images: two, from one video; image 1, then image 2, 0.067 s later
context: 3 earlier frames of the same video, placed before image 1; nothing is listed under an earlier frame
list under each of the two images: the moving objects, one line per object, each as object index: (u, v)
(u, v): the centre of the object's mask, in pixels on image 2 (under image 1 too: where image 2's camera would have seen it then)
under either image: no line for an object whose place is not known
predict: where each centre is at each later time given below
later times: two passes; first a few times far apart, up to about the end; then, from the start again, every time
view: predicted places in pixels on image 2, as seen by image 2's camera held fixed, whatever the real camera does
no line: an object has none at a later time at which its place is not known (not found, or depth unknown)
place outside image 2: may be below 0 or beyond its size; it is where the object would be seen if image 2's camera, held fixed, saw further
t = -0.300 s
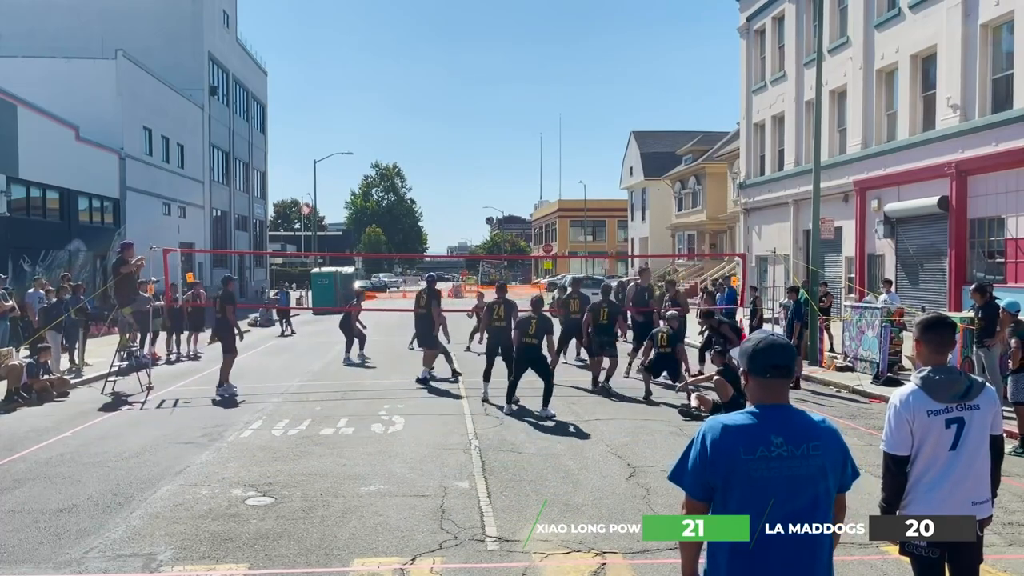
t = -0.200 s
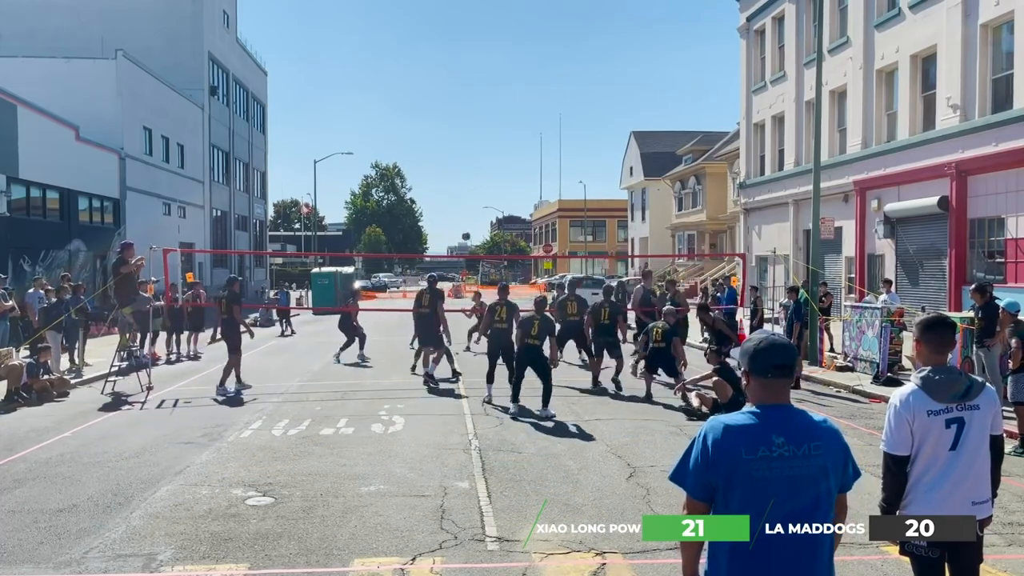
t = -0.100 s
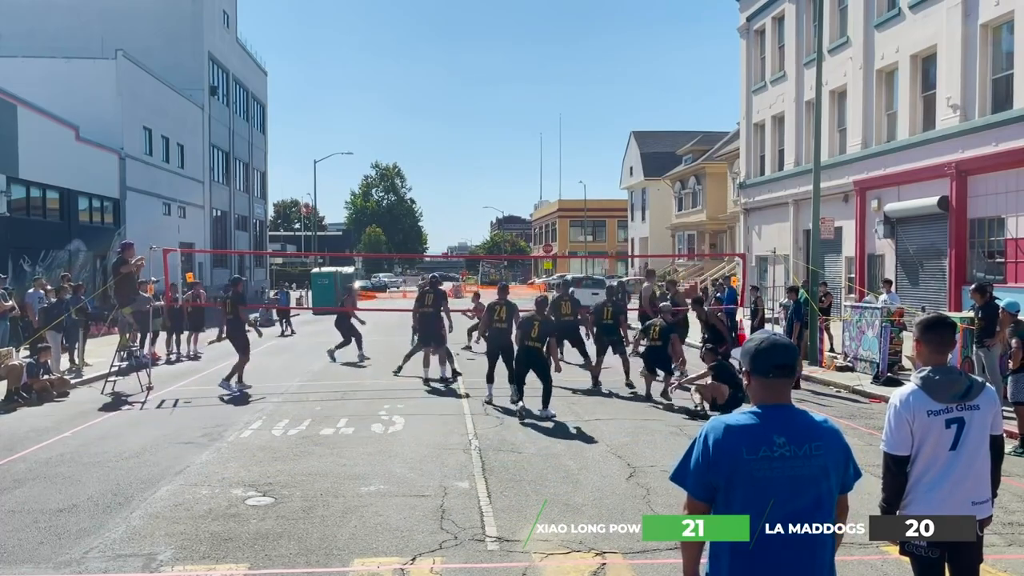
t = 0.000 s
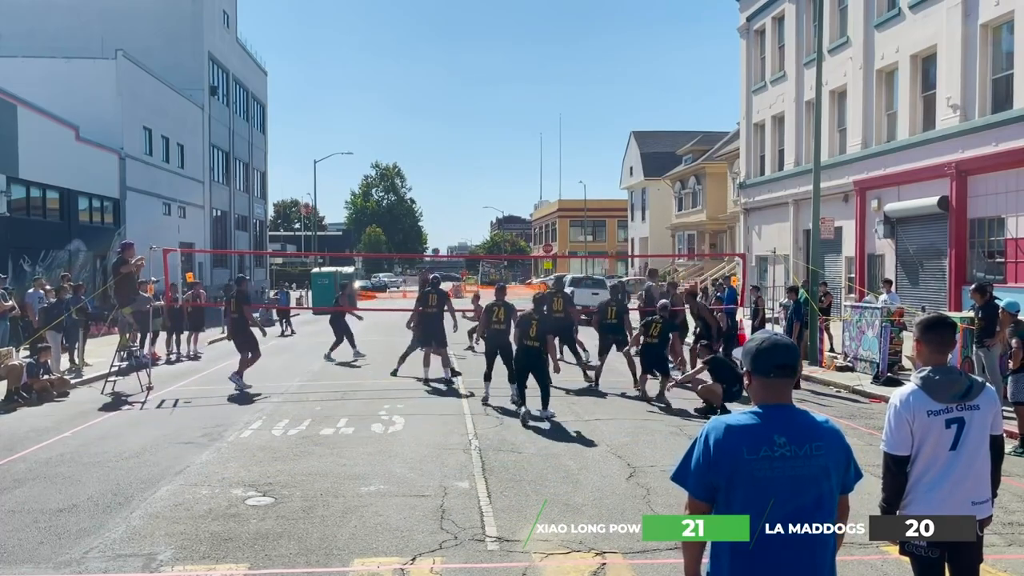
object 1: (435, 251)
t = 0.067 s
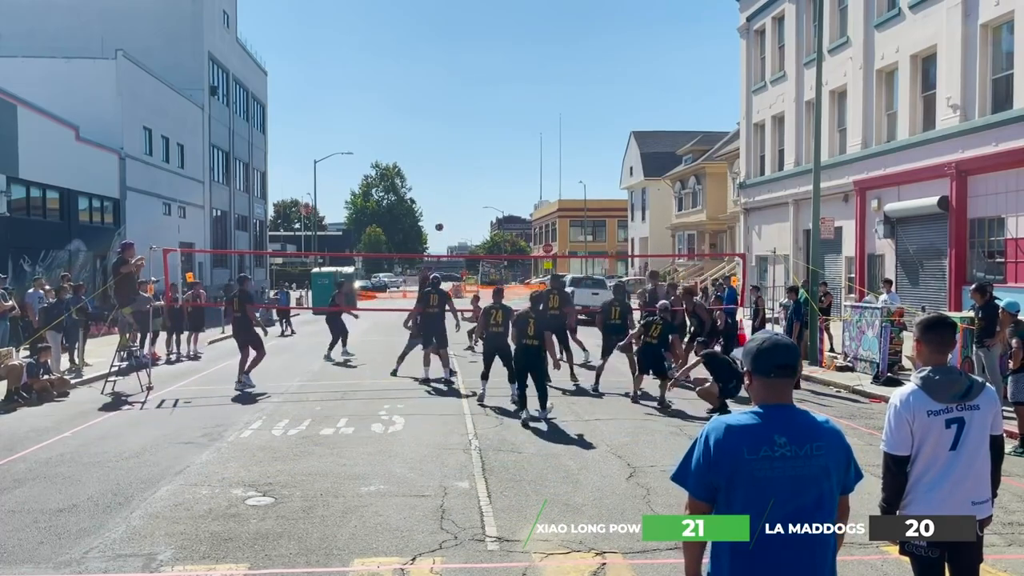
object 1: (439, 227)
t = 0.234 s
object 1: (446, 173)
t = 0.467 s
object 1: (454, 116)
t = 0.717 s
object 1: (462, 78)
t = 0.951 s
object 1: (469, 67)
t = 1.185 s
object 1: (477, 79)
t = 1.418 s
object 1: (485, 115)
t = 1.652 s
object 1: (496, 176)
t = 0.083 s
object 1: (440, 221)
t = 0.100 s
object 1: (440, 215)
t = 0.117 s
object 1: (441, 210)
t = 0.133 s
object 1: (442, 204)
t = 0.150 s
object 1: (443, 199)
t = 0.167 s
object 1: (443, 194)
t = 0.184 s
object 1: (444, 188)
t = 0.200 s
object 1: (445, 183)
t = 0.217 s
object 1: (445, 178)
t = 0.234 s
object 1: (446, 173)
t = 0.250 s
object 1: (447, 169)
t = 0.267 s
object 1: (447, 164)
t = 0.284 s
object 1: (448, 159)
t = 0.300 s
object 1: (449, 155)
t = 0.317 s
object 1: (449, 150)
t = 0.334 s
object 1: (450, 146)
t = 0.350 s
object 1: (450, 142)
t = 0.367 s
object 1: (451, 138)
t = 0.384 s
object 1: (452, 134)
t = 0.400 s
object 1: (452, 130)
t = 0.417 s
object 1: (453, 126)
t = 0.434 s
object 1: (453, 123)
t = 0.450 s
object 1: (454, 119)
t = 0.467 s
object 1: (454, 116)
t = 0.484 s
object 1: (455, 113)
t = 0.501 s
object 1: (456, 109)
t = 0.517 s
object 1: (456, 106)
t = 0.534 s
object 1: (456, 103)
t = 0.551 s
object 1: (457, 101)
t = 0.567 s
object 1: (457, 98)
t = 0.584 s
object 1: (458, 95)
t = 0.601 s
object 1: (458, 93)
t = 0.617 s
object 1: (459, 90)
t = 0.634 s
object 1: (459, 88)
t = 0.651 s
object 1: (460, 86)
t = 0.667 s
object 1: (461, 84)
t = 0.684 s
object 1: (461, 82)
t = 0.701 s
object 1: (461, 80)
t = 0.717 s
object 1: (462, 78)
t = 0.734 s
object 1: (463, 77)
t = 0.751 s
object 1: (463, 75)
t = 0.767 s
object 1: (464, 74)
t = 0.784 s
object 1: (464, 72)
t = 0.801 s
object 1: (465, 71)
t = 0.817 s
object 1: (465, 70)
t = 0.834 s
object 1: (466, 69)
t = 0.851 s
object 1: (466, 69)
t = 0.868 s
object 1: (467, 68)
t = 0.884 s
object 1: (467, 67)
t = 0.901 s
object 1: (468, 67)
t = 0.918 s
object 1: (468, 67)
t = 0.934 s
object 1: (469, 67)
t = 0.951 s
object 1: (469, 67)
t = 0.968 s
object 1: (470, 67)
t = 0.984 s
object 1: (470, 67)
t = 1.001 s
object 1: (471, 67)
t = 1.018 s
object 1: (471, 67)
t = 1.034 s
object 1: (472, 68)
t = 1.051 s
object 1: (473, 69)
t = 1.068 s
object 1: (473, 70)
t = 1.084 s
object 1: (474, 71)
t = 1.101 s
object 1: (474, 71)
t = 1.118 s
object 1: (475, 72)
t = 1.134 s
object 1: (475, 74)
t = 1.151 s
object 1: (476, 75)
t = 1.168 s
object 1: (476, 77)
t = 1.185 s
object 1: (477, 79)
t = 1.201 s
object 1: (477, 80)
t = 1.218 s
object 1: (478, 82)
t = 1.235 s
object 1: (479, 84)
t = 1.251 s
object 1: (479, 86)
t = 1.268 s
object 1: (480, 89)
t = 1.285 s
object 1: (480, 91)
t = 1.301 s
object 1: (481, 94)
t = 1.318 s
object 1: (482, 96)
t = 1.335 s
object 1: (482, 99)
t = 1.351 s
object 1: (483, 102)
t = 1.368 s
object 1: (483, 105)
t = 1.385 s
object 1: (484, 108)
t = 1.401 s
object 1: (485, 112)
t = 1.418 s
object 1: (485, 115)
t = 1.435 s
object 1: (486, 119)
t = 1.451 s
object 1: (487, 122)
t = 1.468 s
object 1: (488, 126)
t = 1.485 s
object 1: (488, 130)
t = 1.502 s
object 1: (489, 134)
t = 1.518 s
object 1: (490, 138)
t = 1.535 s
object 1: (490, 142)
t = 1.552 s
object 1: (491, 147)
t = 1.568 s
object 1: (492, 151)
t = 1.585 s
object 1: (492, 156)
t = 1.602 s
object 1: (493, 161)
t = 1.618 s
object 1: (494, 166)
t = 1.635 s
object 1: (495, 171)
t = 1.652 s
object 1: (496, 176)
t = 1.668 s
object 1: (497, 181)
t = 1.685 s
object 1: (497, 187)
